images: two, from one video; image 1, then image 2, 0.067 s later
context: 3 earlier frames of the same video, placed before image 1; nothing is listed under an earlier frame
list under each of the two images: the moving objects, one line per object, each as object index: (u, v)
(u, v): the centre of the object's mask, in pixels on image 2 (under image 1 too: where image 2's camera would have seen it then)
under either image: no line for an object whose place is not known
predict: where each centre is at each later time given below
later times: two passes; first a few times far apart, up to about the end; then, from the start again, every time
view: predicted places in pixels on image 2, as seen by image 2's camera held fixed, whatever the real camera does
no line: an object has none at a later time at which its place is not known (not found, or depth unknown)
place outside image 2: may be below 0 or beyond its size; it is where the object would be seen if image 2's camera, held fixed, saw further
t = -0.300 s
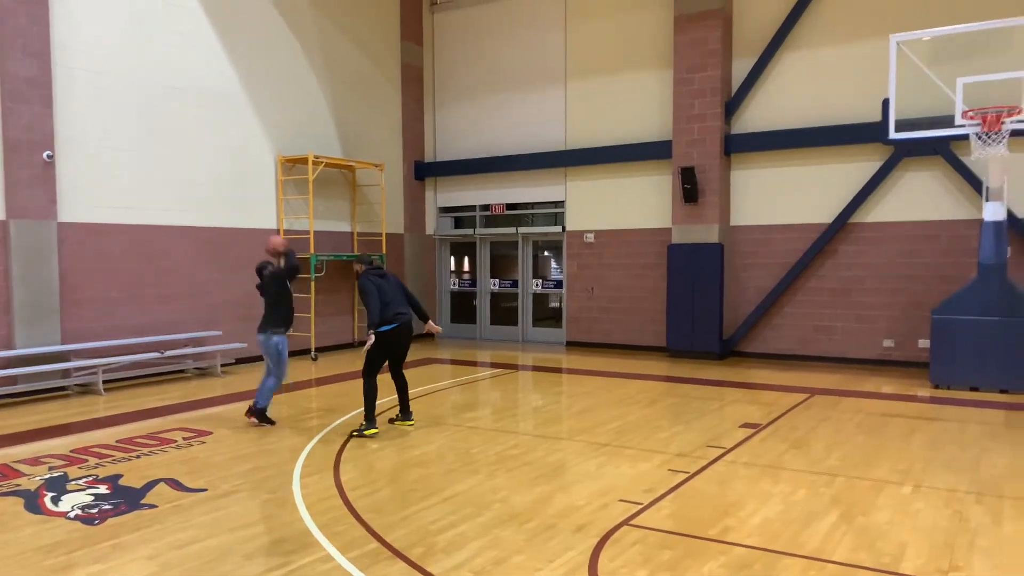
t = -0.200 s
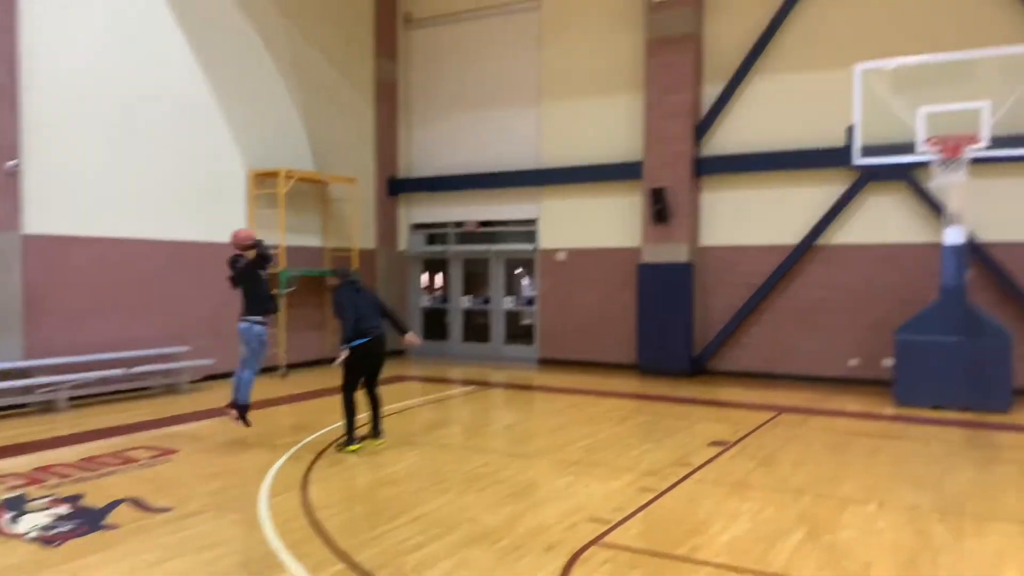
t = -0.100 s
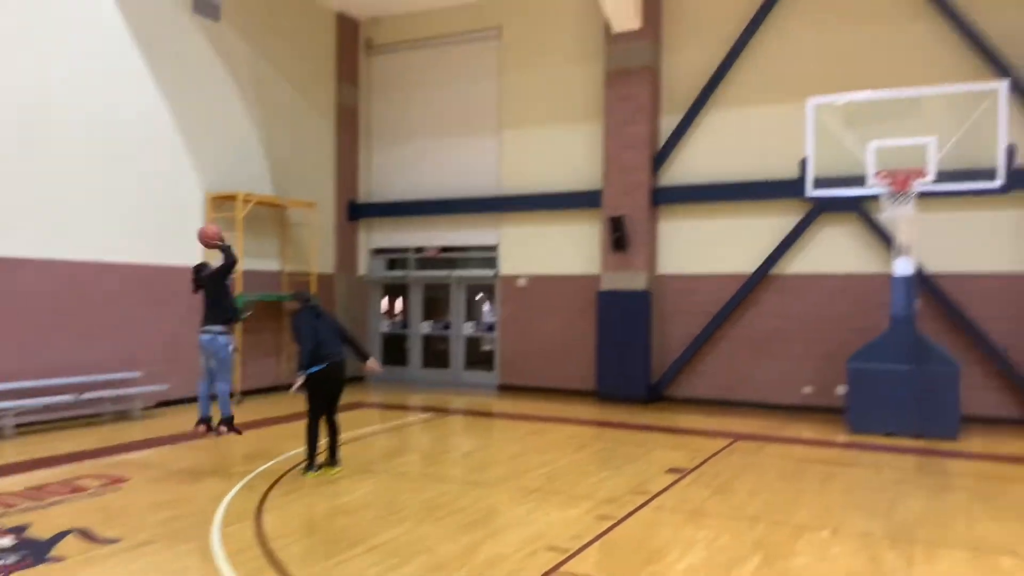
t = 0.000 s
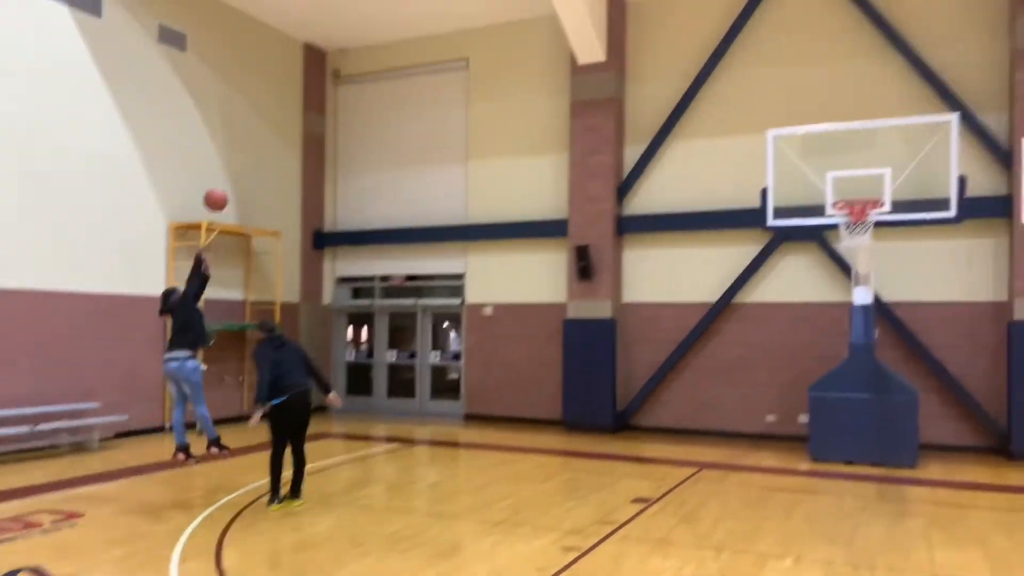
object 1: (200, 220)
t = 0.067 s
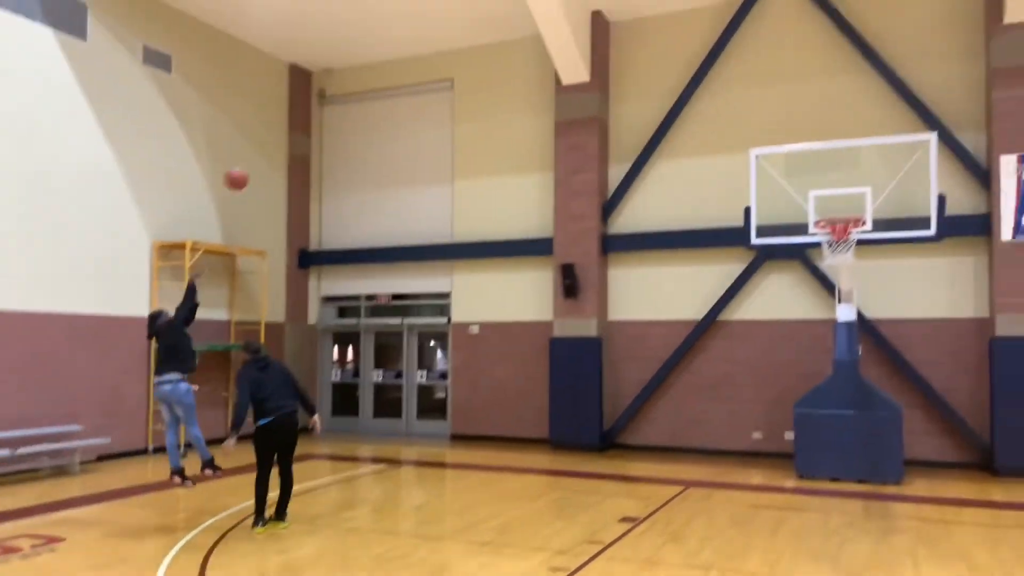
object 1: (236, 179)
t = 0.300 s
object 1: (358, 70)
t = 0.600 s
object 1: (505, 6)
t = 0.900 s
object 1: (647, 29)
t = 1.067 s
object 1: (723, 75)
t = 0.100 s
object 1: (254, 161)
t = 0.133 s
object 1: (272, 142)
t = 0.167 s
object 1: (289, 125)
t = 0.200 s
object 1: (306, 111)
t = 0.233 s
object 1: (323, 96)
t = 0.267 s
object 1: (340, 82)
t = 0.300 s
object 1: (358, 70)
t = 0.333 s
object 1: (374, 58)
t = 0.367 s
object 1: (391, 48)
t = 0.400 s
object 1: (407, 39)
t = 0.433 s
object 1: (424, 30)
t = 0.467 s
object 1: (439, 23)
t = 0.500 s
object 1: (455, 17)
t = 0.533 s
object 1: (472, 12)
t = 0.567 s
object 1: (488, 8)
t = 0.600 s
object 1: (505, 6)
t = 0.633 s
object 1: (520, 4)
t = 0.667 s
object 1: (537, 4)
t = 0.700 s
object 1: (553, 4)
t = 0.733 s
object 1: (569, 6)
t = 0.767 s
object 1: (584, 8)
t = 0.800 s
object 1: (600, 11)
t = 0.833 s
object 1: (616, 16)
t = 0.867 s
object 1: (632, 22)
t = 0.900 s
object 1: (647, 29)
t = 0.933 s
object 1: (663, 35)
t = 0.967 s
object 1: (678, 44)
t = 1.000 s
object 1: (694, 53)
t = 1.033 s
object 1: (709, 64)
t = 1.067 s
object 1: (723, 75)
